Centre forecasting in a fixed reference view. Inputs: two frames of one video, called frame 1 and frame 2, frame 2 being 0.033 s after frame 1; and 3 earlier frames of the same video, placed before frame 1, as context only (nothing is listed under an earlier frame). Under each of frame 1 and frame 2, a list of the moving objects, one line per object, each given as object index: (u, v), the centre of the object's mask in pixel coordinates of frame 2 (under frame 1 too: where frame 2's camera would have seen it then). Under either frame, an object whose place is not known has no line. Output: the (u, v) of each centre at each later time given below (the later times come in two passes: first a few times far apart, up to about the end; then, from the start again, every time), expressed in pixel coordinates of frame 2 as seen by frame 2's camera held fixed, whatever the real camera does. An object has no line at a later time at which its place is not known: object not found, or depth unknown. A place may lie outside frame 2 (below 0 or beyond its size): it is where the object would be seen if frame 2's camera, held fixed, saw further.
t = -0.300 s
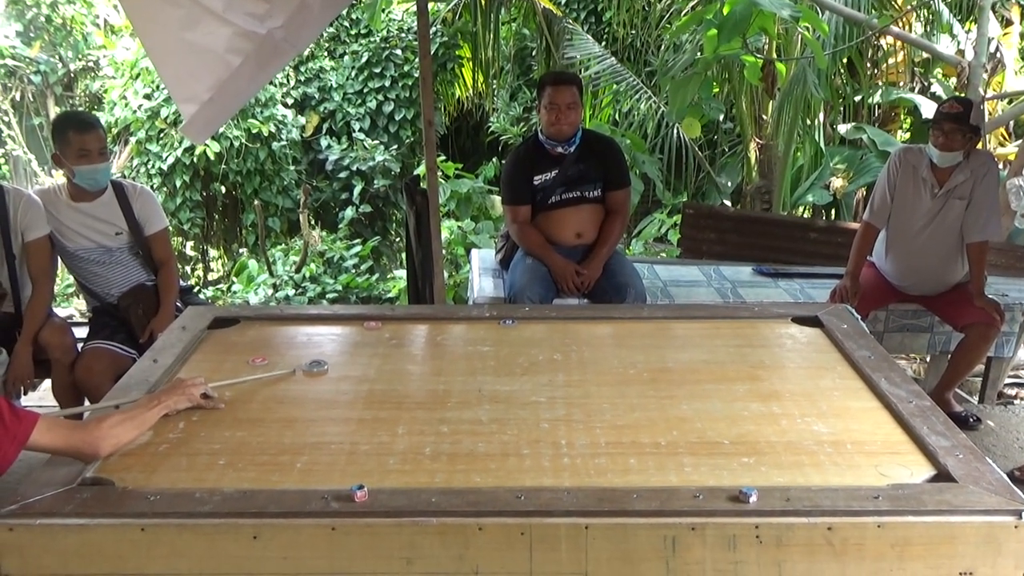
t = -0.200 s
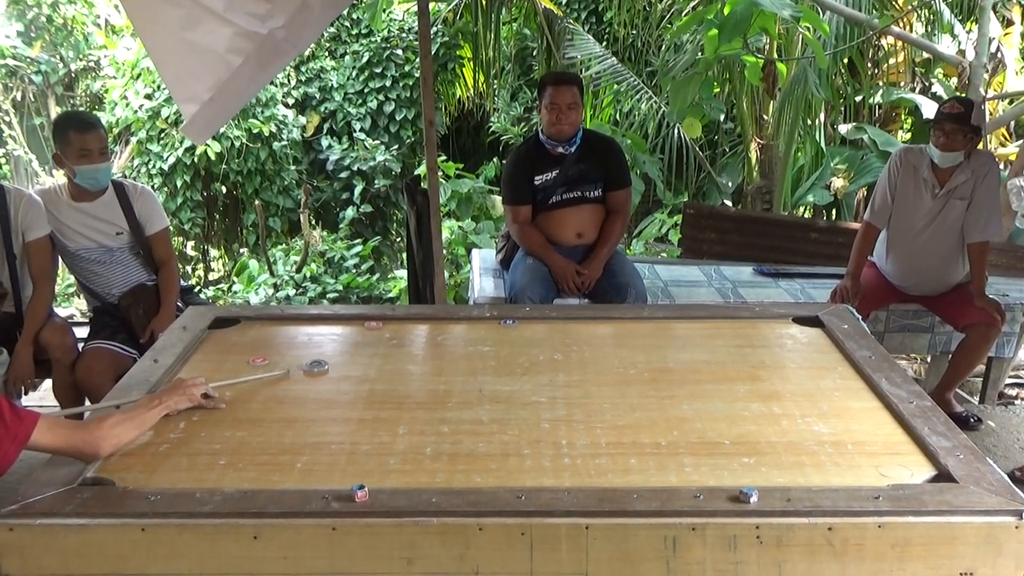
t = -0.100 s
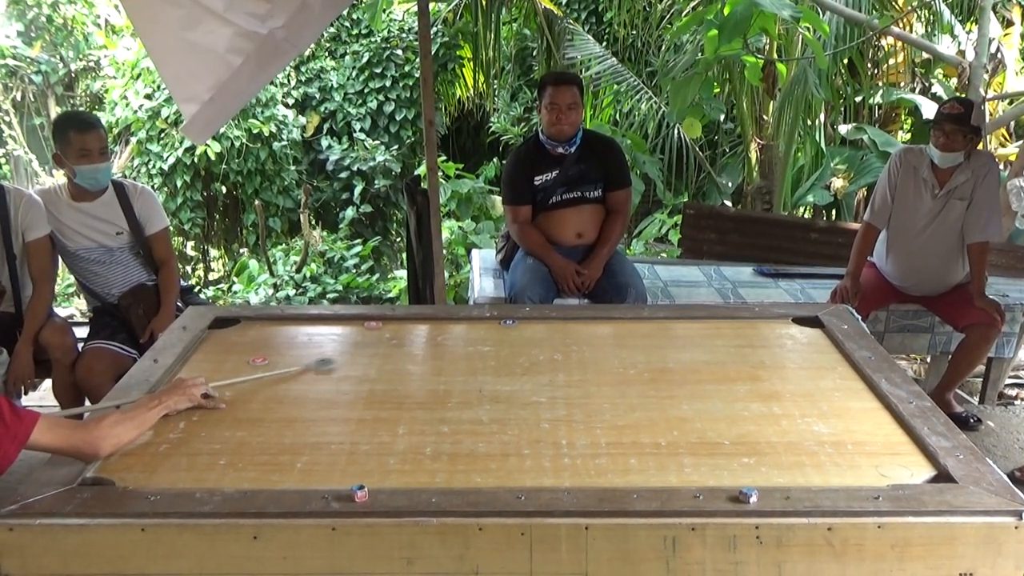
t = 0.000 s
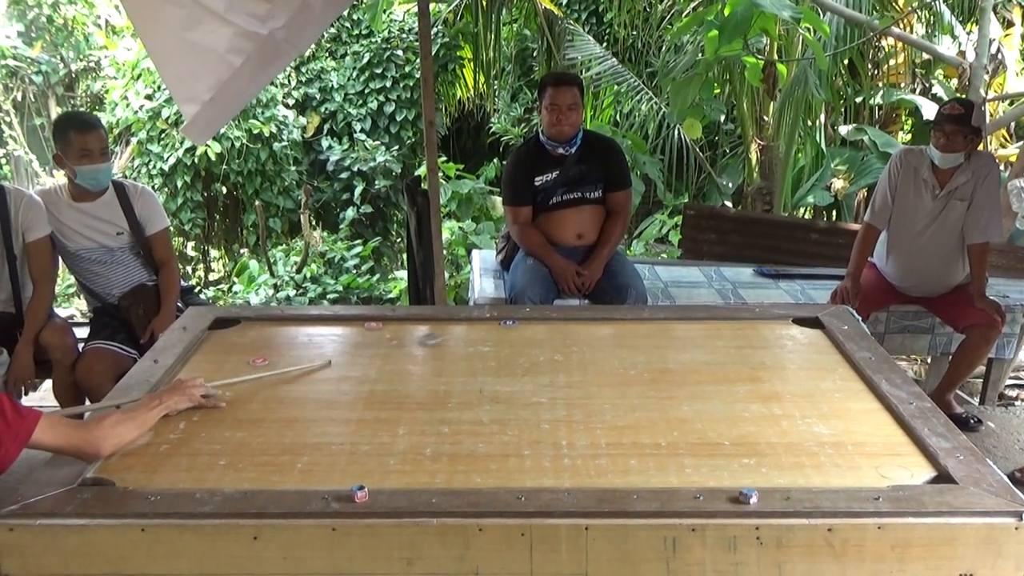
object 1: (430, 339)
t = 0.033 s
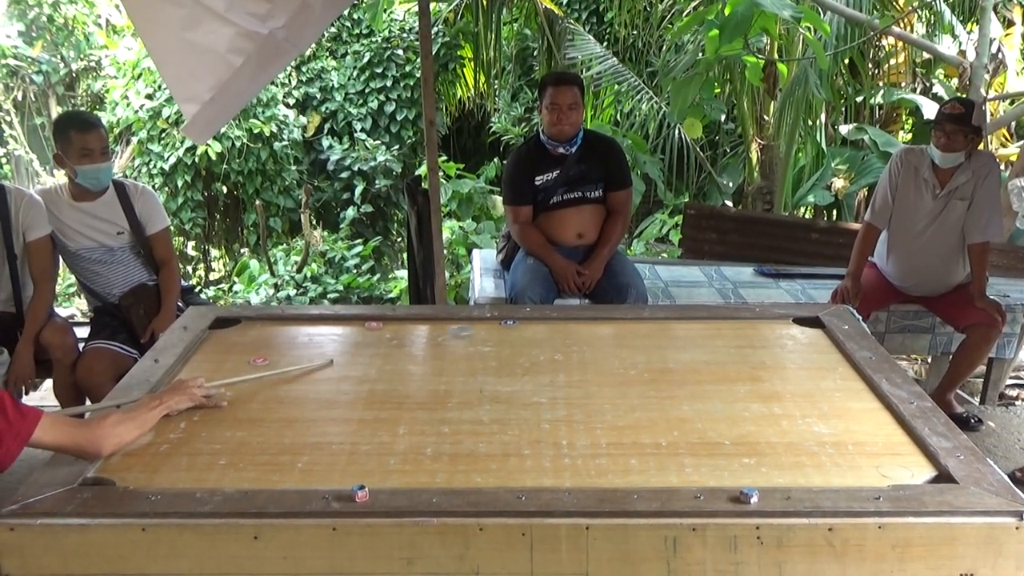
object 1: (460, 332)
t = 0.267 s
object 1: (550, 351)
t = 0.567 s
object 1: (651, 395)
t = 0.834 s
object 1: (747, 434)
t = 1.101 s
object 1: (842, 472)
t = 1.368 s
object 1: (878, 473)
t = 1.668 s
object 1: (881, 470)
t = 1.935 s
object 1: (881, 470)
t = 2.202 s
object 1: (881, 470)
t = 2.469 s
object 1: (881, 470)
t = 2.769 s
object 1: (881, 470)
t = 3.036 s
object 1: (881, 470)
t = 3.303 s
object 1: (881, 470)
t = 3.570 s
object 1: (881, 470)
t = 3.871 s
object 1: (881, 470)
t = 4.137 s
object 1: (881, 470)
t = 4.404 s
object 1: (881, 470)
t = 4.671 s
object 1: (881, 470)
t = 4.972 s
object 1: (881, 470)
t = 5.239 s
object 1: (881, 470)
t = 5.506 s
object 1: (881, 470)
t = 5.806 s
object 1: (881, 470)
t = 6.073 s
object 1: (881, 470)
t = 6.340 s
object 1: (881, 470)
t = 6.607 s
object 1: (881, 470)
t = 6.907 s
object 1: (881, 470)
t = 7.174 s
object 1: (881, 470)
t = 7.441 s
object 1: (881, 470)
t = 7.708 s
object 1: (881, 470)
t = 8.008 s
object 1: (881, 470)
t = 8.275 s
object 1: (881, 470)
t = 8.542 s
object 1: (881, 470)
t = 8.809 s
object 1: (881, 470)
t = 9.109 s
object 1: (881, 470)
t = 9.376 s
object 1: (881, 471)
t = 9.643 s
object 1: (881, 471)
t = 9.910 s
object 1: (881, 471)
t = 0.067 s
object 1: (489, 323)
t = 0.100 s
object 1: (499, 328)
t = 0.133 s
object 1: (509, 332)
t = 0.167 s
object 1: (519, 337)
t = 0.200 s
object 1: (530, 342)
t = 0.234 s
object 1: (539, 346)
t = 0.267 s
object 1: (550, 351)
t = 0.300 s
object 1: (562, 356)
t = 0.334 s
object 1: (573, 361)
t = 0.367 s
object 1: (584, 365)
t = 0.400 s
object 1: (595, 370)
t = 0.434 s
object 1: (606, 375)
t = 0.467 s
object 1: (617, 380)
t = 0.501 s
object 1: (628, 385)
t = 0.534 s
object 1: (640, 390)
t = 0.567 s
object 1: (651, 395)
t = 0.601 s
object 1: (663, 399)
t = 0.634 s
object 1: (675, 404)
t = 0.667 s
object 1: (687, 409)
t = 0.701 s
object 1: (699, 414)
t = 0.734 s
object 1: (710, 420)
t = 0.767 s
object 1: (723, 424)
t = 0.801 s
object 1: (735, 429)
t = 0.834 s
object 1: (747, 434)
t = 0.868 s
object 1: (759, 439)
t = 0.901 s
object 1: (771, 444)
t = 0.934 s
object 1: (783, 449)
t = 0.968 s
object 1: (795, 454)
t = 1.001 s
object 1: (807, 458)
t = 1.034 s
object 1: (819, 463)
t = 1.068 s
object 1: (830, 468)
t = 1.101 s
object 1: (842, 472)
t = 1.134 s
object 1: (853, 476)
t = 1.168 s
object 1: (863, 479)
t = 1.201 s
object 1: (870, 480)
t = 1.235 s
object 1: (872, 479)
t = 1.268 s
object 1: (874, 477)
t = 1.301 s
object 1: (876, 476)
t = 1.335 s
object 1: (877, 474)
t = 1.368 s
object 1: (878, 473)
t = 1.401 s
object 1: (879, 472)
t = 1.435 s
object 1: (880, 471)
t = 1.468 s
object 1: (881, 471)
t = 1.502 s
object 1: (881, 470)
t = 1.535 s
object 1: (881, 470)
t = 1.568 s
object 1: (881, 470)
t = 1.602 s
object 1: (881, 470)
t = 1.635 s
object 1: (881, 470)
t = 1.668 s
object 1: (881, 470)
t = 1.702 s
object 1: (881, 470)
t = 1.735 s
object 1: (881, 470)
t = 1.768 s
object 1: (881, 470)
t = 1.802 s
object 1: (881, 470)
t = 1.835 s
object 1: (881, 470)
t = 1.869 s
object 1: (881, 470)
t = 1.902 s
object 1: (881, 470)
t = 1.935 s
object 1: (881, 470)
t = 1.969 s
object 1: (881, 470)
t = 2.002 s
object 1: (881, 470)
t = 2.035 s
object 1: (881, 470)
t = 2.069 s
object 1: (881, 470)
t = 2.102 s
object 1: (881, 470)
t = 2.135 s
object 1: (881, 470)
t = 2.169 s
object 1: (881, 470)
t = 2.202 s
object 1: (881, 470)
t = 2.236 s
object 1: (881, 470)
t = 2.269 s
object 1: (881, 470)
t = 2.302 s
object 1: (881, 470)
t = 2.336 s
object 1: (881, 470)
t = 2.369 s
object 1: (881, 470)
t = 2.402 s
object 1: (881, 470)
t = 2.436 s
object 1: (881, 470)
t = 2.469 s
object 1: (881, 470)
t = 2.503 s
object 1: (881, 470)
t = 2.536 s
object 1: (881, 470)
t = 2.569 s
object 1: (881, 470)
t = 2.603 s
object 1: (881, 470)
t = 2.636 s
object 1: (881, 470)
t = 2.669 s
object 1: (881, 470)
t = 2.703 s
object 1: (881, 470)
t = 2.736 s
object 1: (881, 470)
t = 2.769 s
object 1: (881, 470)
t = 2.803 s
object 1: (881, 470)
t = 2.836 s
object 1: (881, 470)
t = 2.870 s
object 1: (881, 470)
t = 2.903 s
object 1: (881, 470)
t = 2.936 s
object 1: (881, 470)
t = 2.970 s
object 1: (881, 470)
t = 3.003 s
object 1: (881, 470)
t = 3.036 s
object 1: (881, 470)
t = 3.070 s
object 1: (881, 470)
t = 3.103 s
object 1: (881, 470)
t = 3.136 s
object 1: (881, 470)
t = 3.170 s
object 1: (881, 470)
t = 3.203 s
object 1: (881, 470)
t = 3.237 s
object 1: (881, 470)
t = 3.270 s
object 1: (881, 470)
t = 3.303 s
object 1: (881, 470)
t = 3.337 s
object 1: (881, 470)
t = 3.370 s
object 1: (881, 470)
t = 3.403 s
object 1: (881, 470)
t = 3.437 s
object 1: (881, 470)
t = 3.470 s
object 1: (881, 470)
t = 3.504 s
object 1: (881, 470)
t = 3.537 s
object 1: (881, 470)
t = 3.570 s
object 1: (881, 470)
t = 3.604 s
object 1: (881, 470)
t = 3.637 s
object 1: (881, 470)
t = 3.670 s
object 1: (881, 470)
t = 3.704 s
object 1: (881, 470)
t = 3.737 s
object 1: (881, 470)
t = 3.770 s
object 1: (881, 470)
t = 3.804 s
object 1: (881, 470)
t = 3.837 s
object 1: (881, 470)
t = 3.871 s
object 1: (881, 470)
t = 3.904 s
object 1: (881, 470)
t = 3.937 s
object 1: (881, 470)
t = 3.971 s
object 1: (881, 470)
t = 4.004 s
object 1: (881, 470)
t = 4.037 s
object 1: (881, 470)
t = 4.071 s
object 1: (881, 470)
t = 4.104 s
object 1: (881, 470)
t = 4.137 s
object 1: (881, 470)
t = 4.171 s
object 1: (881, 470)
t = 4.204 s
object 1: (881, 470)
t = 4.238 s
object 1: (881, 470)
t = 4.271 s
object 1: (881, 470)
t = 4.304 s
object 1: (881, 470)
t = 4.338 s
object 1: (881, 470)
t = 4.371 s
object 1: (881, 470)
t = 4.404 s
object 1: (881, 470)
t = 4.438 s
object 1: (881, 470)
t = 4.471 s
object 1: (881, 470)
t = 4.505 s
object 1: (881, 470)
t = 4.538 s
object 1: (881, 470)
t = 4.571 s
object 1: (881, 470)
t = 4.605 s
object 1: (881, 470)
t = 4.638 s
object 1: (881, 470)
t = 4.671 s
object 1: (881, 470)
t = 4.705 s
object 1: (881, 470)
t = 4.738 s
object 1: (881, 470)
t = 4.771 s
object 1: (881, 470)
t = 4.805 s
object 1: (880, 470)
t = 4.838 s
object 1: (880, 470)
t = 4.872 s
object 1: (881, 470)
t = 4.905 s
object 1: (881, 470)
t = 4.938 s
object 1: (881, 470)
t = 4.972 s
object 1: (881, 470)
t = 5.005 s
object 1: (881, 470)
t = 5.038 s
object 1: (881, 470)
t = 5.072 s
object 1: (881, 470)
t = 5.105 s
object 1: (881, 470)
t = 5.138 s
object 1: (881, 470)
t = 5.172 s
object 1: (881, 470)
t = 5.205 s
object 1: (881, 470)
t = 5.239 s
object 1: (881, 470)
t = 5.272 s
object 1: (881, 470)
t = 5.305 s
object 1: (881, 470)
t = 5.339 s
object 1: (881, 470)
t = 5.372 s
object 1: (881, 470)
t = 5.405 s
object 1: (881, 470)
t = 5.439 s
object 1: (881, 470)
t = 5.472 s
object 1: (881, 470)
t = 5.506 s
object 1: (881, 470)
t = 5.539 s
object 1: (881, 470)
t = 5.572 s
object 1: (881, 470)
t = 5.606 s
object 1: (881, 470)
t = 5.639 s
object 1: (881, 470)
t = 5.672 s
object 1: (881, 470)
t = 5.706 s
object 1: (881, 470)
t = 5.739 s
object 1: (881, 470)
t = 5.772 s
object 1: (881, 470)
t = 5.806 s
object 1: (881, 470)
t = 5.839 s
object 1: (881, 470)
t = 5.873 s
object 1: (881, 470)
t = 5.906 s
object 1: (881, 470)
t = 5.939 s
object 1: (881, 470)
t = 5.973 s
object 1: (881, 470)
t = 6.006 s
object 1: (881, 470)
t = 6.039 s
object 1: (881, 470)
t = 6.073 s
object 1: (881, 470)
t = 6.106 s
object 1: (881, 470)
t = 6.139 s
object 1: (881, 470)
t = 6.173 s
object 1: (881, 470)
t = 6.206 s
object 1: (881, 470)
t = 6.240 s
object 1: (881, 470)
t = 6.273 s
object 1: (881, 470)
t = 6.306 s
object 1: (881, 470)
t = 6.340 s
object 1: (881, 470)
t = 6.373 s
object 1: (881, 470)
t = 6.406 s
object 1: (881, 470)
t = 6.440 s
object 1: (881, 470)
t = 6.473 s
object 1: (881, 470)
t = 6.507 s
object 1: (881, 470)
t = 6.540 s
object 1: (881, 470)
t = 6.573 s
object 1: (881, 470)
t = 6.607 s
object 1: (881, 470)
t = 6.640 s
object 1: (881, 470)
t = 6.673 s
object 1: (881, 470)
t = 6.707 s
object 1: (881, 470)
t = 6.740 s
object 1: (881, 470)
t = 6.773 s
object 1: (881, 470)
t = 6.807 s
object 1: (881, 470)
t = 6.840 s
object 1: (881, 470)
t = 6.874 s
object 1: (881, 470)
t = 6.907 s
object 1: (881, 470)
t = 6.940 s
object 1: (881, 470)
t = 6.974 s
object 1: (881, 470)
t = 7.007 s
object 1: (881, 470)
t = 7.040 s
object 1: (882, 470)
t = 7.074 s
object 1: (881, 470)
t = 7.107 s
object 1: (881, 470)
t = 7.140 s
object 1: (881, 470)
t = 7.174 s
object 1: (881, 470)
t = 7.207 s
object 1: (881, 470)
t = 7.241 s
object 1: (881, 470)
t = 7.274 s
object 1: (881, 470)
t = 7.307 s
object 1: (881, 470)
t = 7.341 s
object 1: (881, 470)
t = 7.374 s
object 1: (881, 470)
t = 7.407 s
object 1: (881, 470)
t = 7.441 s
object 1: (881, 470)
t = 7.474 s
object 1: (881, 470)
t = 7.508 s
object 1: (881, 470)
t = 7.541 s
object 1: (881, 470)
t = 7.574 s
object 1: (881, 470)
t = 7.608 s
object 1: (881, 470)
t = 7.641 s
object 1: (881, 470)
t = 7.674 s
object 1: (881, 470)
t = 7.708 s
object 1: (881, 470)
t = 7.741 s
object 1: (881, 470)
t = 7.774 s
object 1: (881, 470)
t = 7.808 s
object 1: (881, 470)
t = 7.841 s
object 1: (881, 470)
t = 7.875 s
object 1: (881, 470)
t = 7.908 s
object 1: (881, 470)
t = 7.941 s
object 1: (882, 470)
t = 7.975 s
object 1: (881, 470)
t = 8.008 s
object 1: (881, 470)
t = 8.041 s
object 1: (881, 470)
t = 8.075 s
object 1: (881, 470)
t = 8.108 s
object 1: (882, 470)
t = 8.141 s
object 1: (881, 470)
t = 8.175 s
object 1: (882, 470)
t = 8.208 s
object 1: (882, 470)
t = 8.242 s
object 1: (882, 470)
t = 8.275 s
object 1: (881, 470)
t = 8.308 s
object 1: (881, 470)
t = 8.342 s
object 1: (881, 470)
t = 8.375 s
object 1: (881, 470)
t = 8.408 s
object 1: (881, 470)
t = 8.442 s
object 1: (881, 470)
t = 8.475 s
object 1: (881, 470)
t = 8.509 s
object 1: (881, 470)
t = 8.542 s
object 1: (881, 470)
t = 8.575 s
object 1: (881, 470)
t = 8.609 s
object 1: (881, 470)
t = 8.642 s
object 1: (881, 470)
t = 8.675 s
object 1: (881, 470)
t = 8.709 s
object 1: (881, 470)
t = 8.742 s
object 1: (882, 470)
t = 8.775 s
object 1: (882, 470)
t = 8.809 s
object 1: (881, 470)
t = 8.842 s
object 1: (881, 470)
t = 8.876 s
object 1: (881, 470)
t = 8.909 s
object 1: (881, 470)
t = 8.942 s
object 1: (881, 471)
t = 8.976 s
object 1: (881, 470)
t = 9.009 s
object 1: (881, 470)
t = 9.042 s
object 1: (881, 470)
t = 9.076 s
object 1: (881, 470)
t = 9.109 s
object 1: (881, 470)
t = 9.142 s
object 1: (881, 470)
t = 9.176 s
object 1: (881, 470)
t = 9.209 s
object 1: (881, 470)
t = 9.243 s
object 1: (881, 471)
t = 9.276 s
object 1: (881, 471)
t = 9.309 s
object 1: (881, 471)
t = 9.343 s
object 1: (881, 471)
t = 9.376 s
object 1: (881, 471)
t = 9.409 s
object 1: (881, 471)
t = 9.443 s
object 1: (881, 471)
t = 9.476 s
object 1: (881, 471)
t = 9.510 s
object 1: (881, 471)
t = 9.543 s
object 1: (881, 470)
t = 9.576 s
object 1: (881, 471)
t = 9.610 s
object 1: (881, 471)
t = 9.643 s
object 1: (881, 471)
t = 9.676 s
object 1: (881, 471)
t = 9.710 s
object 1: (881, 471)
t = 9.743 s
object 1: (881, 471)
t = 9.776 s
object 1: (881, 471)
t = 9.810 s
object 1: (881, 471)
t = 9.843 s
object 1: (881, 471)
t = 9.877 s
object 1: (881, 471)
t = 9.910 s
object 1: (881, 471)
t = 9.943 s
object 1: (881, 471)
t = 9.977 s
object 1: (881, 471)
